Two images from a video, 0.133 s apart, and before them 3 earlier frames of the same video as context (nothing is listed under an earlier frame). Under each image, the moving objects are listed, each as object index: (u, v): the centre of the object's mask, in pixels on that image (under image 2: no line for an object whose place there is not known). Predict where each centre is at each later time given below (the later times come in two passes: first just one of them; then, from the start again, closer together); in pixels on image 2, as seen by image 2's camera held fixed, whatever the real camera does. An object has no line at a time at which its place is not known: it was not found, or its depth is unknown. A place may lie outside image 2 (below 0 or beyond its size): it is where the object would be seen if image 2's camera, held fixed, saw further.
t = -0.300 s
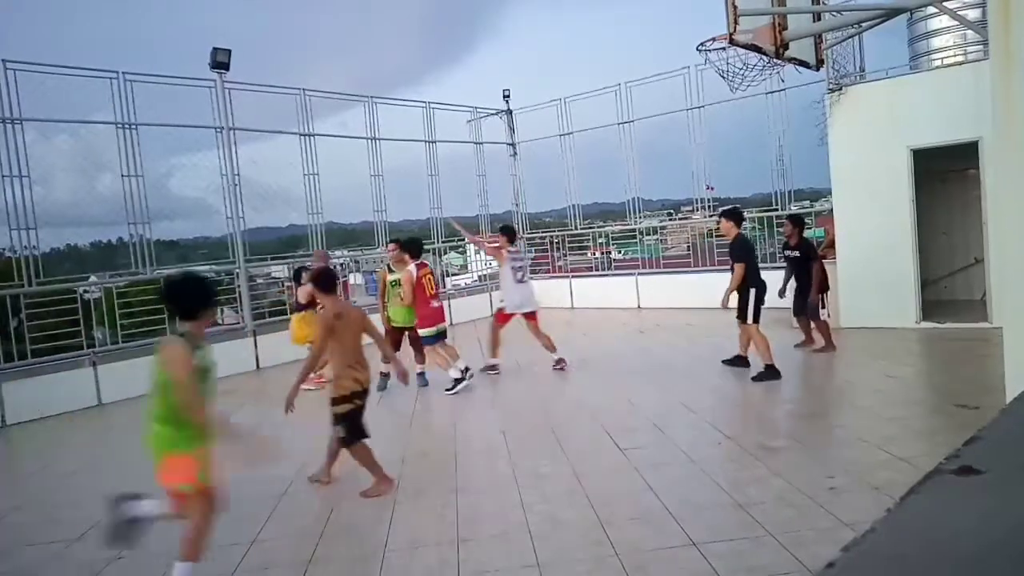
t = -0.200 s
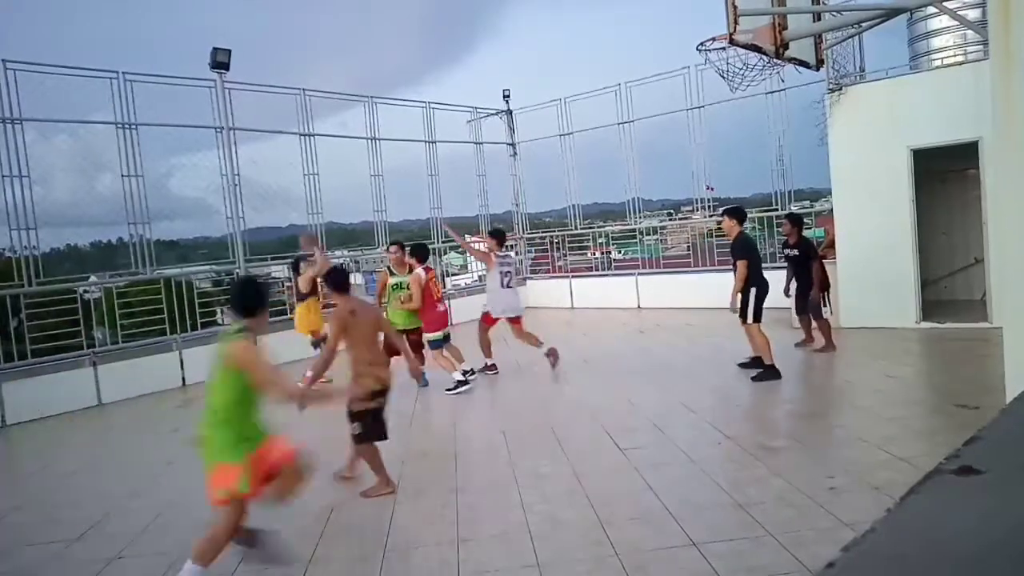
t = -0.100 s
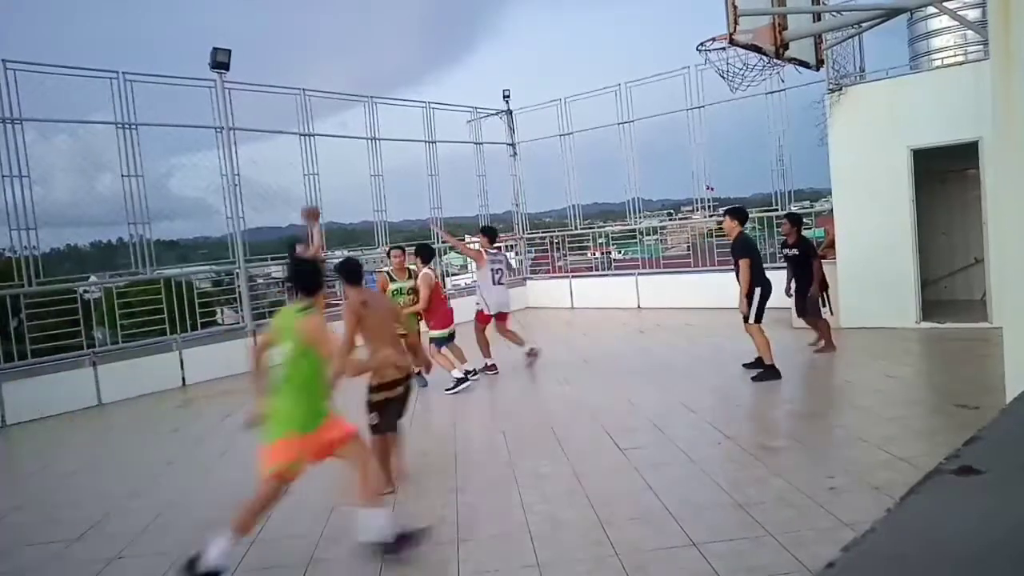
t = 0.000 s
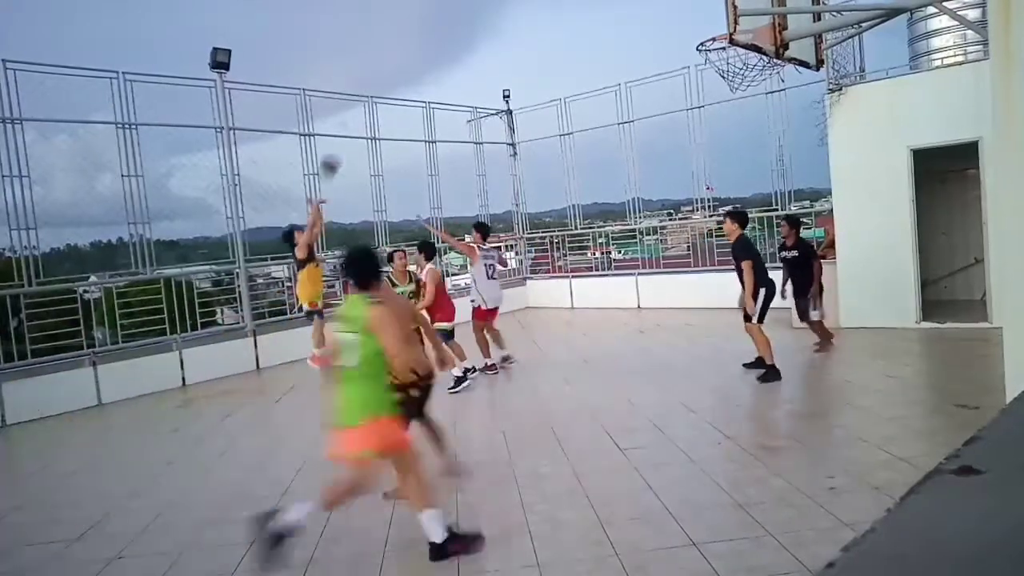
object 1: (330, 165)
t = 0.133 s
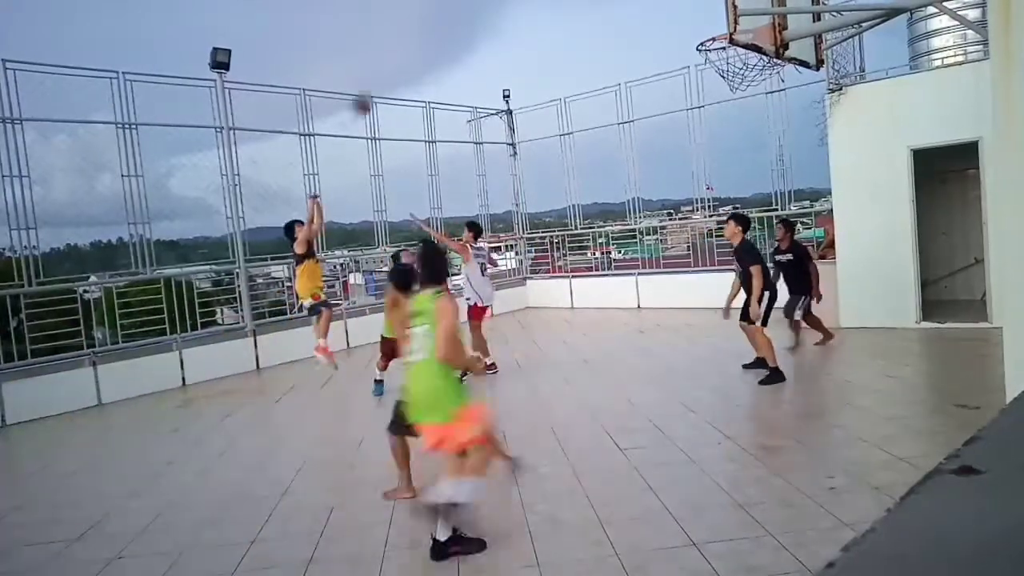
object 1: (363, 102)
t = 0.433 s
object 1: (456, 8)
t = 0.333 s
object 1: (421, 30)
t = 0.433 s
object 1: (456, 8)
